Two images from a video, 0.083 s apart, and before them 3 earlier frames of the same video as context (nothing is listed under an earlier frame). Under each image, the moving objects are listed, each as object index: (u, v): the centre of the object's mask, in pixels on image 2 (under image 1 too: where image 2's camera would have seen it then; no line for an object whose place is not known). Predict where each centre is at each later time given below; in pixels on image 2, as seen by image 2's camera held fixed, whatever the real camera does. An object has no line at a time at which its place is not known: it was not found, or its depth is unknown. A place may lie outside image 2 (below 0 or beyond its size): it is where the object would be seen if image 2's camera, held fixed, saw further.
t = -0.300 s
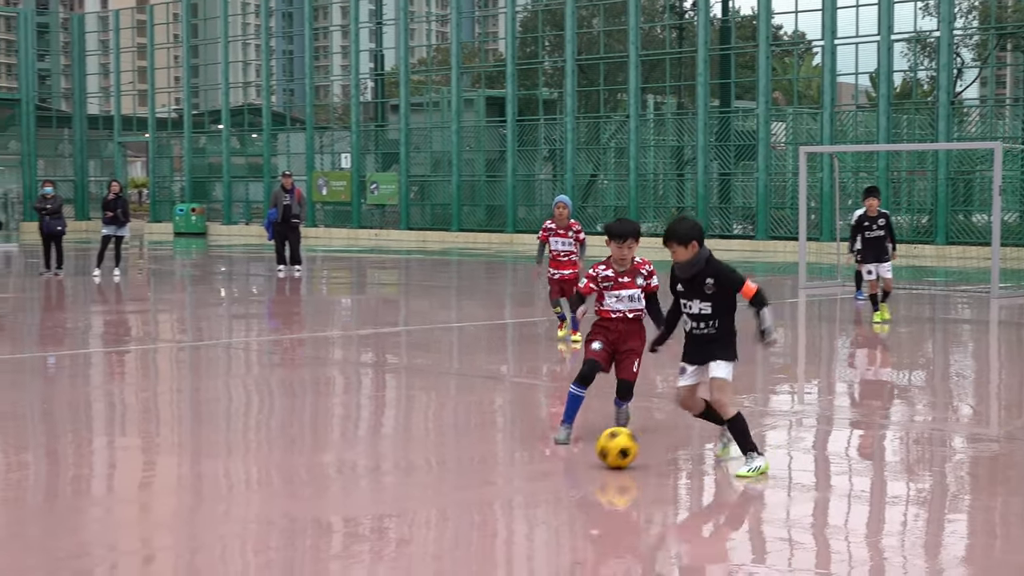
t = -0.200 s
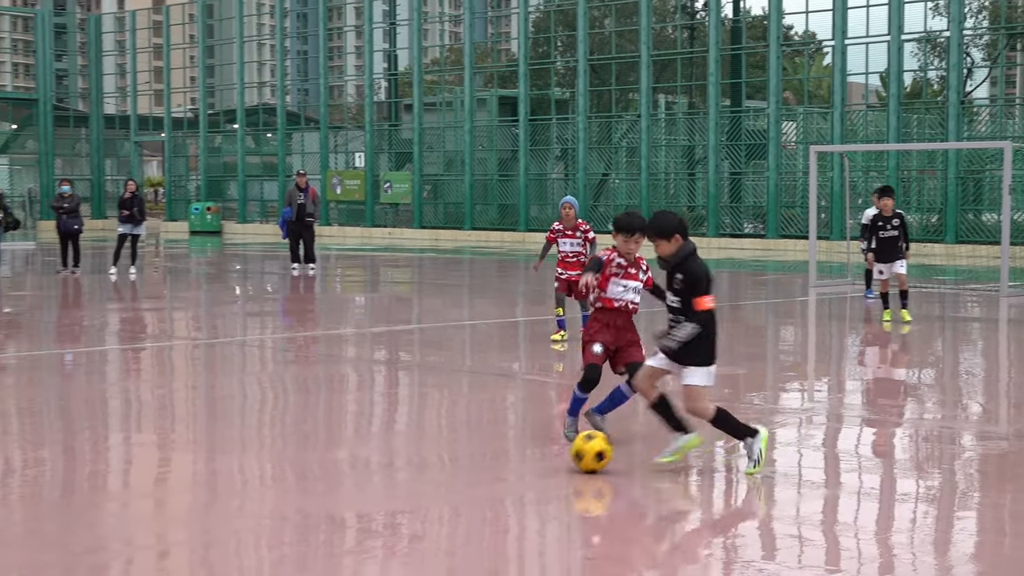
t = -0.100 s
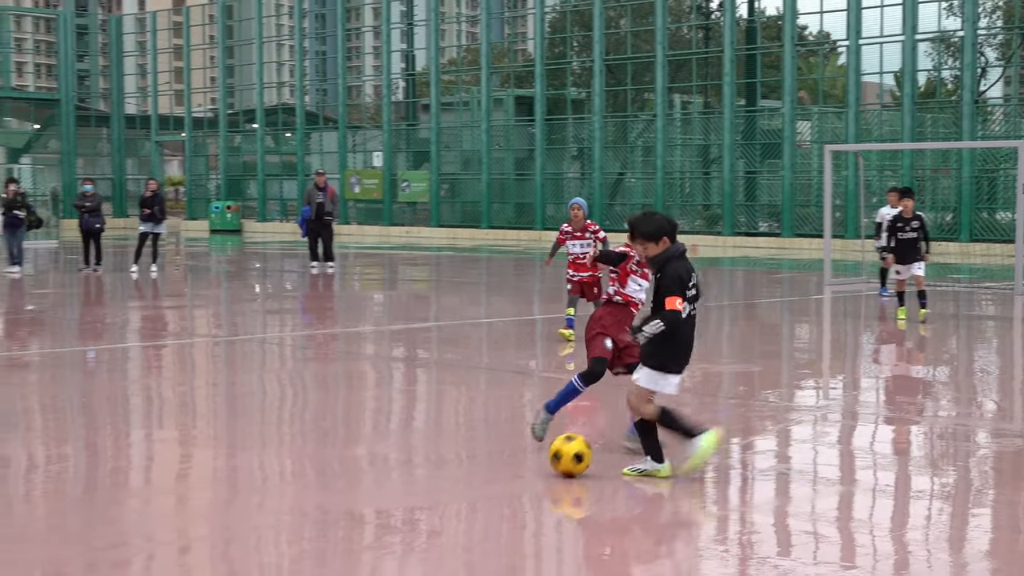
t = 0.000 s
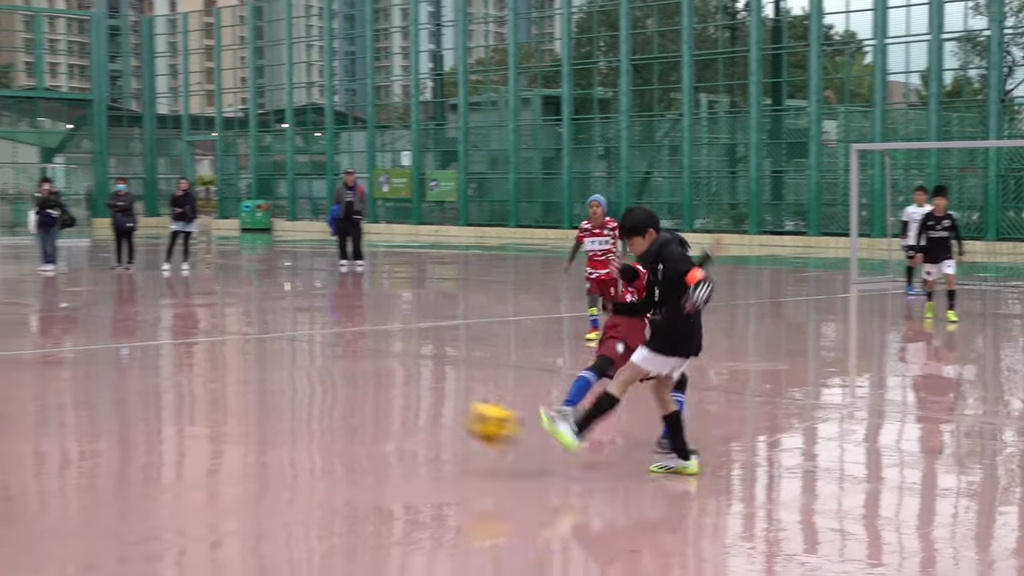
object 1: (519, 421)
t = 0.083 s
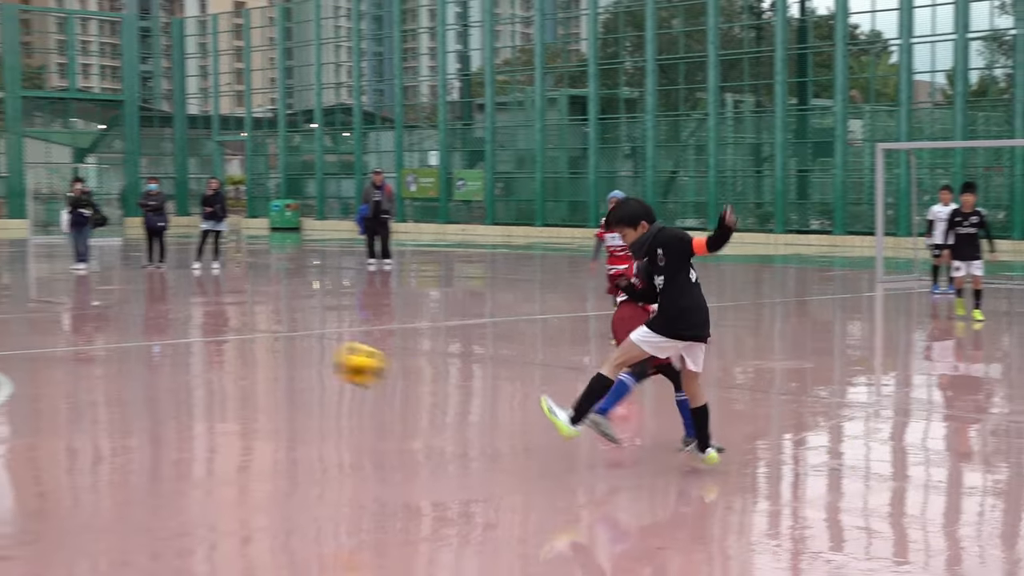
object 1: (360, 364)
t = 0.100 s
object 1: (328, 354)
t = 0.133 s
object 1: (267, 336)
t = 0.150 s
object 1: (236, 328)
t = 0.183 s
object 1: (175, 314)
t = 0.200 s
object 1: (145, 307)
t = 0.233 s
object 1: (88, 299)
